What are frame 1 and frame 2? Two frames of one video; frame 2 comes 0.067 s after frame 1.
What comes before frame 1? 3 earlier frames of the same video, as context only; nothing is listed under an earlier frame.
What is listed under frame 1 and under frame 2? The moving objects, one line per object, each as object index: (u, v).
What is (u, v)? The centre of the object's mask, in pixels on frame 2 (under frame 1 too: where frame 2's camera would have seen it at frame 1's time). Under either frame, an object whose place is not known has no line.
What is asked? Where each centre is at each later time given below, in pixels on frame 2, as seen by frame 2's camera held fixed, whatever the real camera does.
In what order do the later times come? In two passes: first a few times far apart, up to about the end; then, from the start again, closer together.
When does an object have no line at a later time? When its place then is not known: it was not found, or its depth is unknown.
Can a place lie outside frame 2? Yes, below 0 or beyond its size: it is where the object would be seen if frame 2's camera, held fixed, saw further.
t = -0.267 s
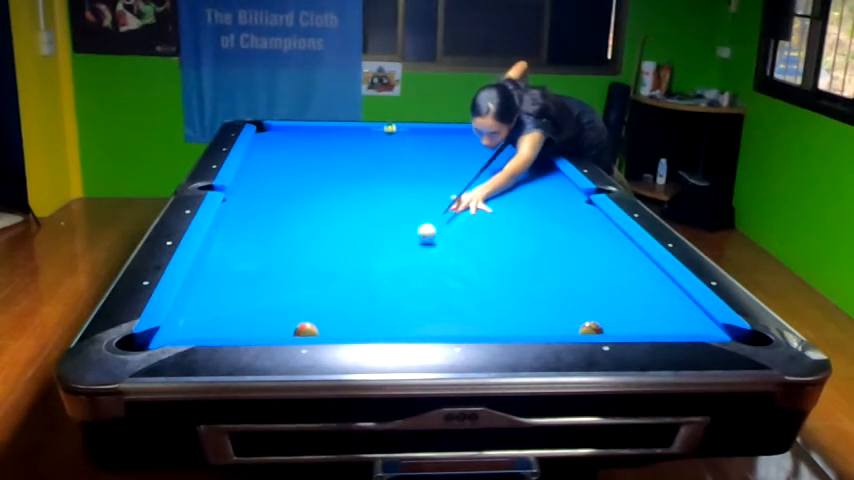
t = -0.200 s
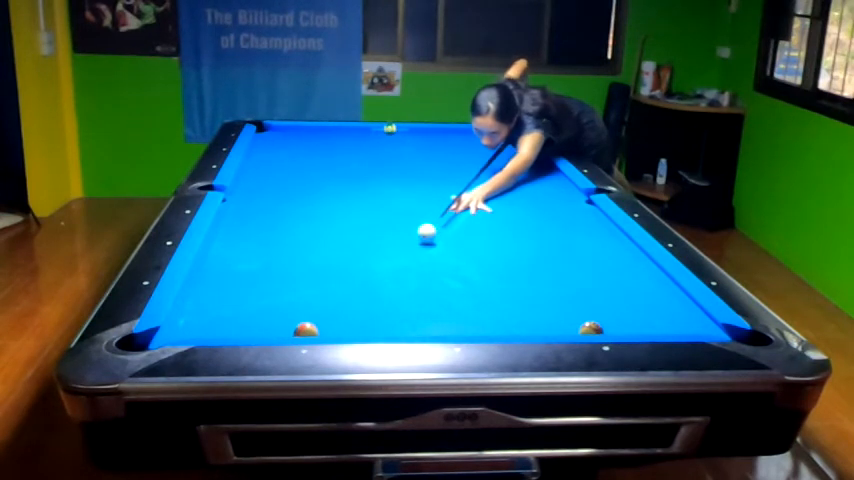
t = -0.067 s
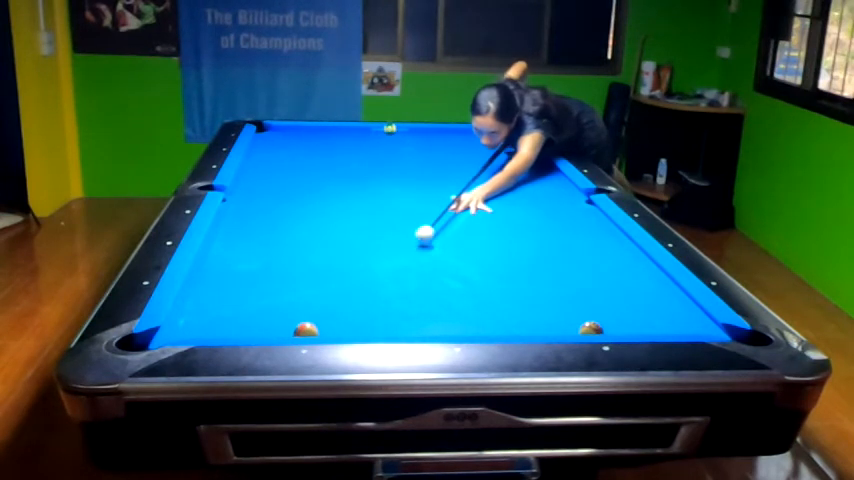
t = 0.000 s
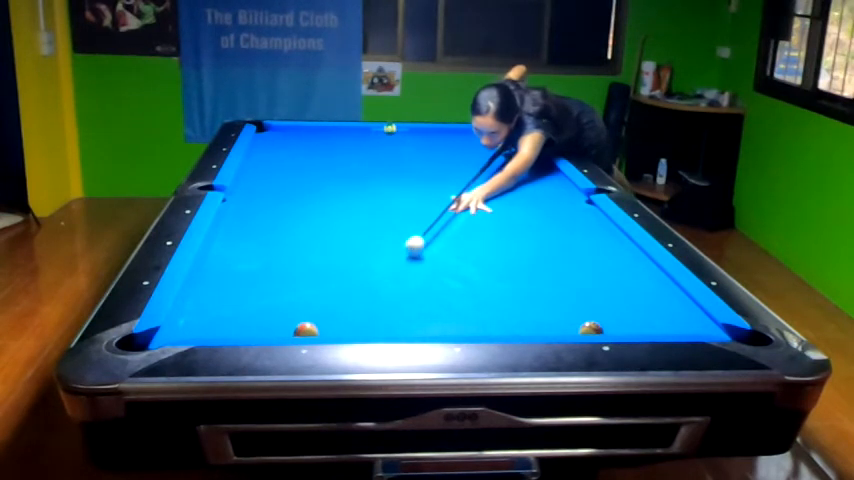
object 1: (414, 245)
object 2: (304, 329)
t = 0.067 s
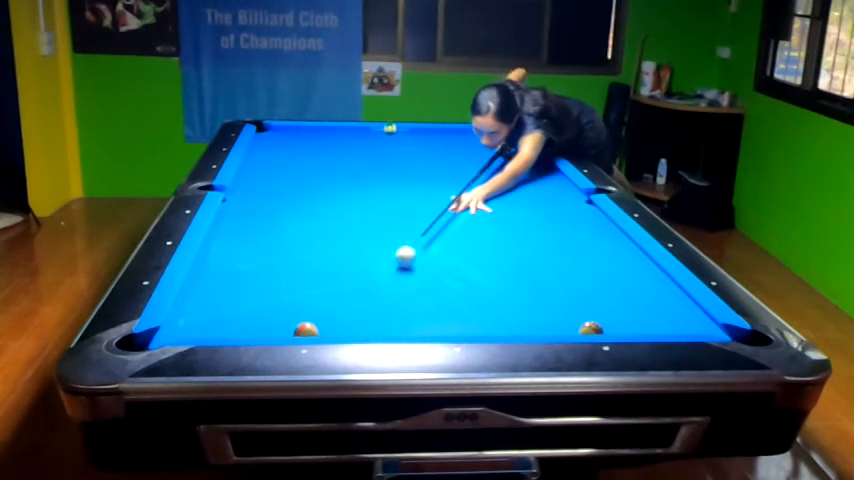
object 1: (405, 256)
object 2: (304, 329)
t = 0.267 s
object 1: (374, 290)
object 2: (304, 329)
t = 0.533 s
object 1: (331, 326)
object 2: (300, 329)
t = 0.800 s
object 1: (325, 298)
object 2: (273, 329)
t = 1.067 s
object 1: (320, 274)
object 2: (248, 329)
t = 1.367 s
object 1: (315, 251)
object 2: (224, 328)
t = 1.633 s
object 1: (311, 235)
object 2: (204, 328)
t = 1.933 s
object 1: (308, 219)
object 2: (185, 329)
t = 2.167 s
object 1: (307, 209)
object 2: (171, 331)
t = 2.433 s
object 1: (305, 198)
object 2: (165, 332)
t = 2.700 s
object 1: (303, 188)
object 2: (163, 334)
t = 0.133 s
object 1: (395, 266)
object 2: (304, 329)
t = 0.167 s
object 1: (390, 272)
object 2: (304, 329)
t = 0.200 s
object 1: (385, 278)
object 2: (304, 329)
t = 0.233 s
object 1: (379, 283)
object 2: (304, 329)
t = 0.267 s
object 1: (374, 290)
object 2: (304, 329)
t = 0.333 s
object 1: (362, 303)
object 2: (304, 329)
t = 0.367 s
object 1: (356, 310)
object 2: (304, 329)
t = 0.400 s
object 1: (349, 316)
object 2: (304, 329)
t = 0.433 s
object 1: (343, 323)
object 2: (305, 329)
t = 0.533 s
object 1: (331, 326)
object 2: (300, 329)
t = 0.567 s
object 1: (331, 323)
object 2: (296, 330)
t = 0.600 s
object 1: (330, 319)
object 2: (293, 329)
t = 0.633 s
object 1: (330, 316)
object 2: (289, 329)
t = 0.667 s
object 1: (328, 312)
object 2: (286, 329)
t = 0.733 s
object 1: (327, 305)
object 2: (279, 329)
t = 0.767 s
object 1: (326, 301)
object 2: (276, 329)
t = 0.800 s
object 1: (325, 298)
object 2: (273, 329)
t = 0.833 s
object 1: (324, 295)
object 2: (270, 329)
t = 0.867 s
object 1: (324, 291)
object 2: (267, 329)
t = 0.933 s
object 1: (322, 285)
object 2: (260, 329)
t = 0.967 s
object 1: (322, 282)
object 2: (258, 329)
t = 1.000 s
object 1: (321, 279)
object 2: (254, 329)
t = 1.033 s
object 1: (321, 277)
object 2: (251, 329)
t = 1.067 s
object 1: (320, 274)
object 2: (248, 329)
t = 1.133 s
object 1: (318, 269)
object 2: (243, 329)
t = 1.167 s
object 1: (318, 266)
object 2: (240, 328)
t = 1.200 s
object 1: (318, 264)
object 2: (237, 328)
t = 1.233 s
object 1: (317, 261)
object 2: (234, 328)
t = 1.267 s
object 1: (316, 259)
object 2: (232, 328)
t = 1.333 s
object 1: (315, 254)
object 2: (226, 328)
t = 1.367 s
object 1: (315, 251)
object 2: (224, 328)
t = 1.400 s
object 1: (314, 249)
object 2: (221, 328)
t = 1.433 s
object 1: (314, 247)
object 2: (219, 328)
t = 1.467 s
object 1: (314, 245)
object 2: (216, 328)
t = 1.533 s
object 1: (313, 241)
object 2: (211, 328)
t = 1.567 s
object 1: (313, 239)
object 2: (209, 328)
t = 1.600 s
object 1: (312, 237)
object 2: (207, 328)
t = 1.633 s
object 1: (311, 235)
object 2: (204, 328)
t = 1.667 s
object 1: (311, 233)
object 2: (202, 328)
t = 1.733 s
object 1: (310, 230)
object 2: (197, 328)
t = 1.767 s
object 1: (310, 228)
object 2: (195, 328)
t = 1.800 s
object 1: (310, 226)
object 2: (193, 328)
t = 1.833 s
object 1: (309, 224)
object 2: (191, 329)
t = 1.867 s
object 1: (309, 223)
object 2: (189, 328)
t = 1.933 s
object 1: (308, 219)
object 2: (185, 329)
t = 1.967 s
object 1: (308, 218)
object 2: (183, 329)
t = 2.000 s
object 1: (308, 216)
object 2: (181, 329)
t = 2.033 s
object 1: (307, 214)
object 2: (179, 329)
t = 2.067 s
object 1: (307, 213)
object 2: (177, 330)
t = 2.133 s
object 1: (307, 210)
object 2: (173, 330)
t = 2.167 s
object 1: (307, 209)
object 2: (171, 331)
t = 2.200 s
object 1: (306, 207)
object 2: (169, 331)
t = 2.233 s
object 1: (306, 206)
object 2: (167, 331)
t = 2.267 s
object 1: (306, 204)
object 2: (167, 331)
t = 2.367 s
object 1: (305, 200)
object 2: (166, 332)
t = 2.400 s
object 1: (305, 199)
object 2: (165, 332)
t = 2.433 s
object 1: (305, 198)
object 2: (165, 332)
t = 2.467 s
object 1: (304, 196)
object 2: (165, 333)
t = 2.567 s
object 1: (304, 193)
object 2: (164, 333)
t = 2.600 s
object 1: (304, 191)
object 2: (164, 333)
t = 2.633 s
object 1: (304, 190)
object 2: (164, 334)
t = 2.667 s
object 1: (303, 189)
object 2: (163, 334)
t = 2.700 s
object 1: (303, 188)
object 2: (163, 334)
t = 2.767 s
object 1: (303, 186)
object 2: (162, 334)
